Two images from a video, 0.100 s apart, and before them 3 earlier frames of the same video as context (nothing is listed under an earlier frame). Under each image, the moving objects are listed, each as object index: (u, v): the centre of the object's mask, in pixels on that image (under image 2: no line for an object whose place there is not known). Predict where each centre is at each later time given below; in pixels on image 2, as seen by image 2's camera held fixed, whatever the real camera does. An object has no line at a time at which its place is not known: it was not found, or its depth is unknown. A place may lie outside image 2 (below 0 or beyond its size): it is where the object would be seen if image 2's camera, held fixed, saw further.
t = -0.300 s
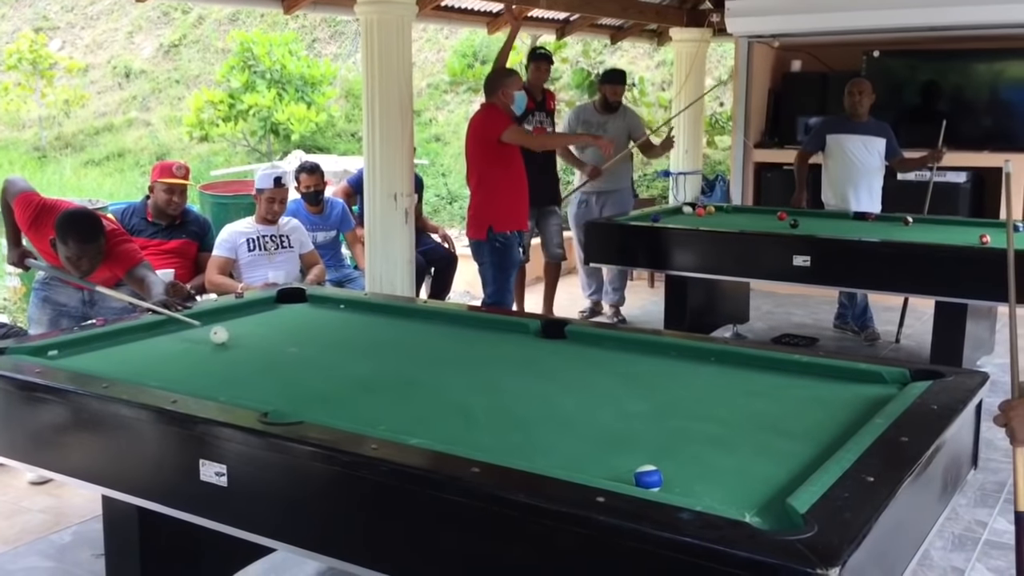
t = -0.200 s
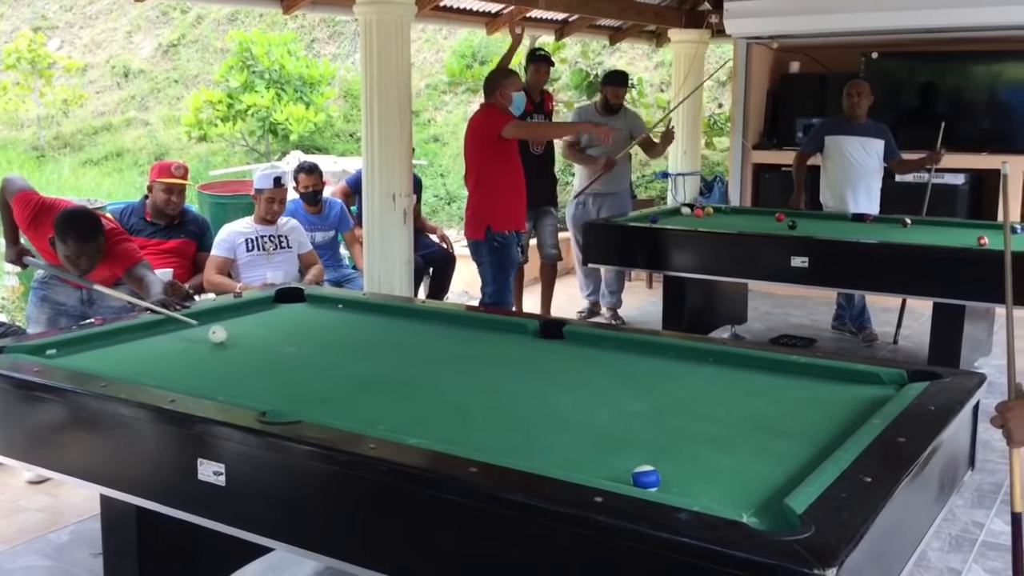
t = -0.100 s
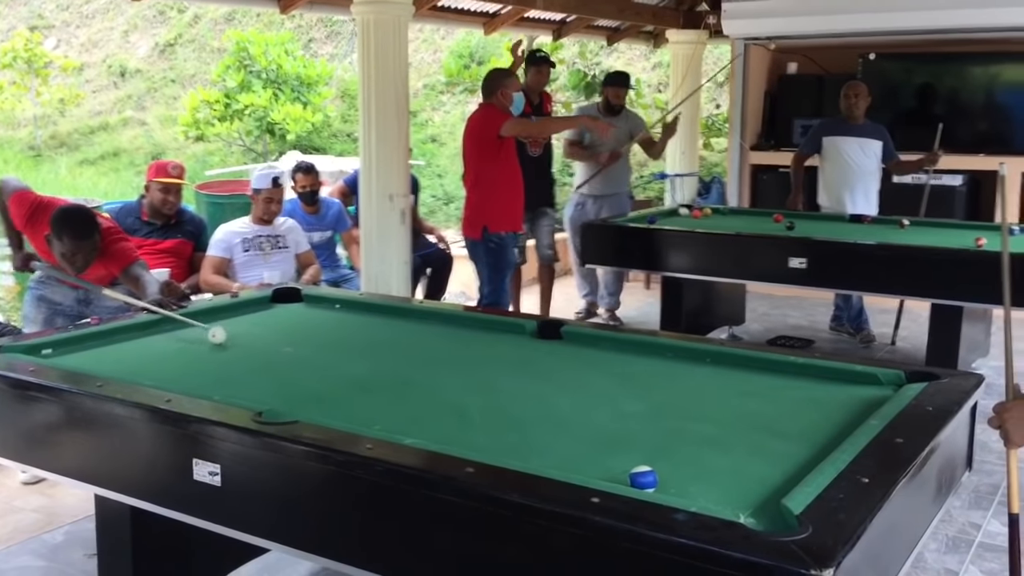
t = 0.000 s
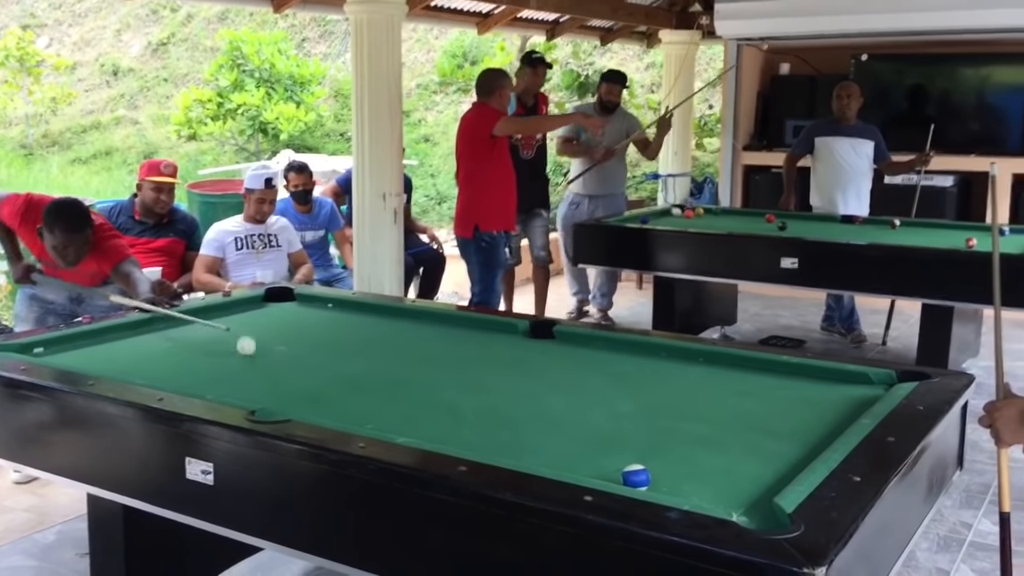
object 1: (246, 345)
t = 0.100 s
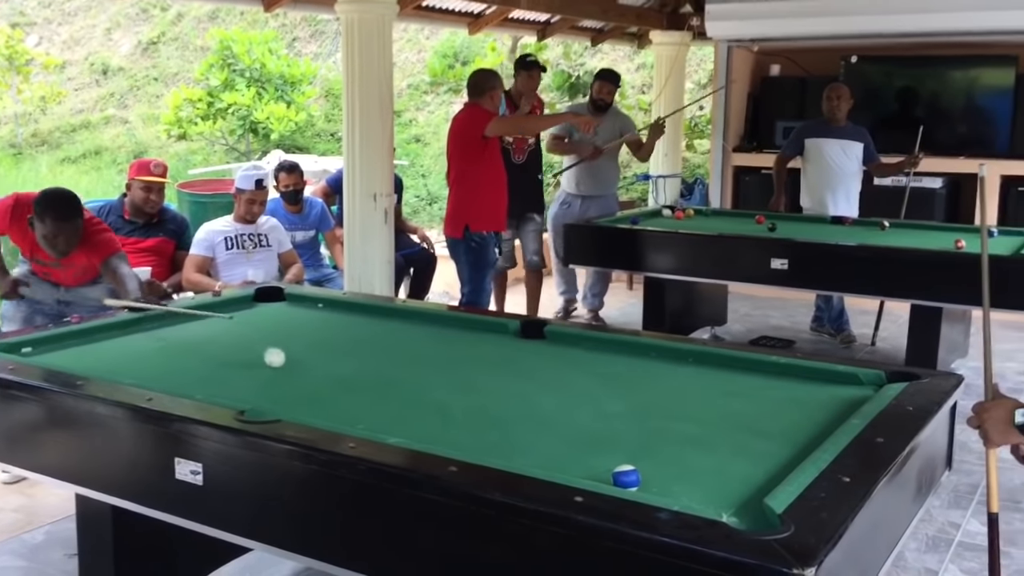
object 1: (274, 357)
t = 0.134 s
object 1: (288, 362)
